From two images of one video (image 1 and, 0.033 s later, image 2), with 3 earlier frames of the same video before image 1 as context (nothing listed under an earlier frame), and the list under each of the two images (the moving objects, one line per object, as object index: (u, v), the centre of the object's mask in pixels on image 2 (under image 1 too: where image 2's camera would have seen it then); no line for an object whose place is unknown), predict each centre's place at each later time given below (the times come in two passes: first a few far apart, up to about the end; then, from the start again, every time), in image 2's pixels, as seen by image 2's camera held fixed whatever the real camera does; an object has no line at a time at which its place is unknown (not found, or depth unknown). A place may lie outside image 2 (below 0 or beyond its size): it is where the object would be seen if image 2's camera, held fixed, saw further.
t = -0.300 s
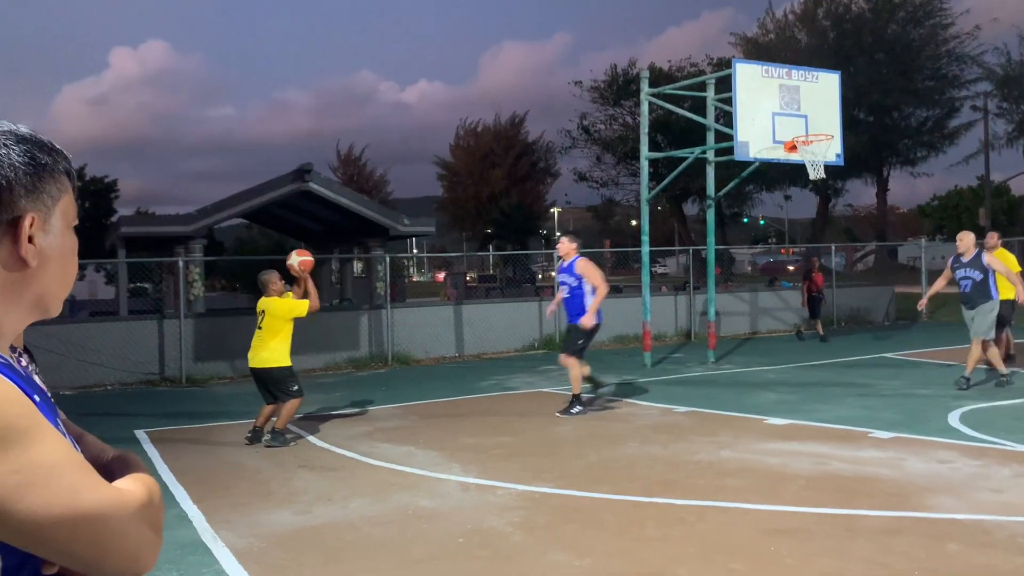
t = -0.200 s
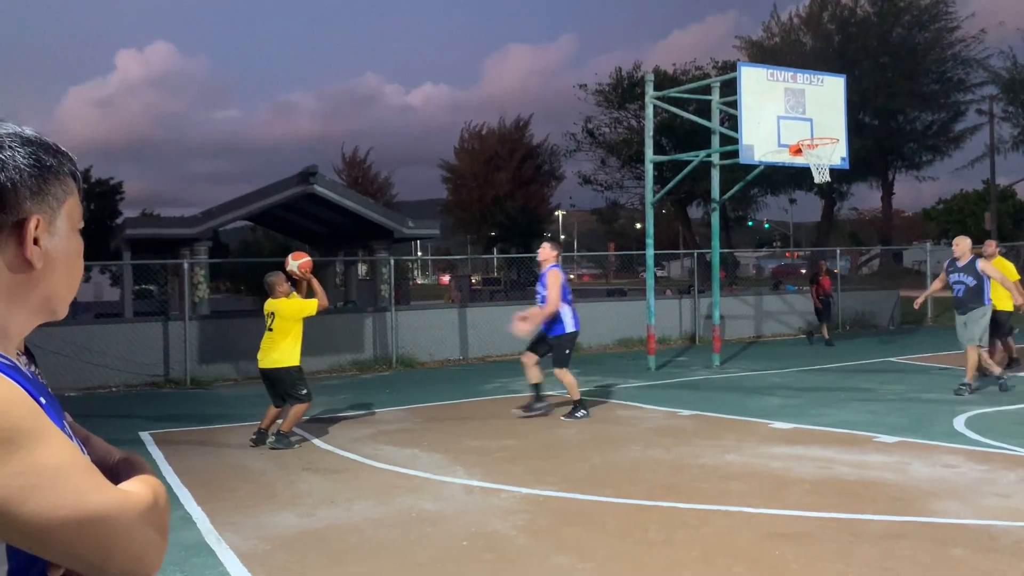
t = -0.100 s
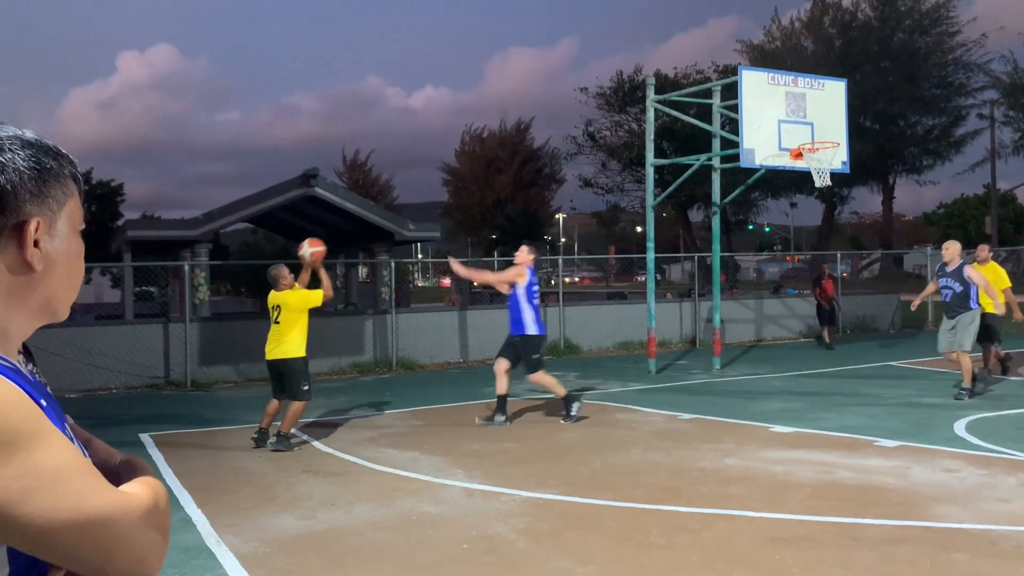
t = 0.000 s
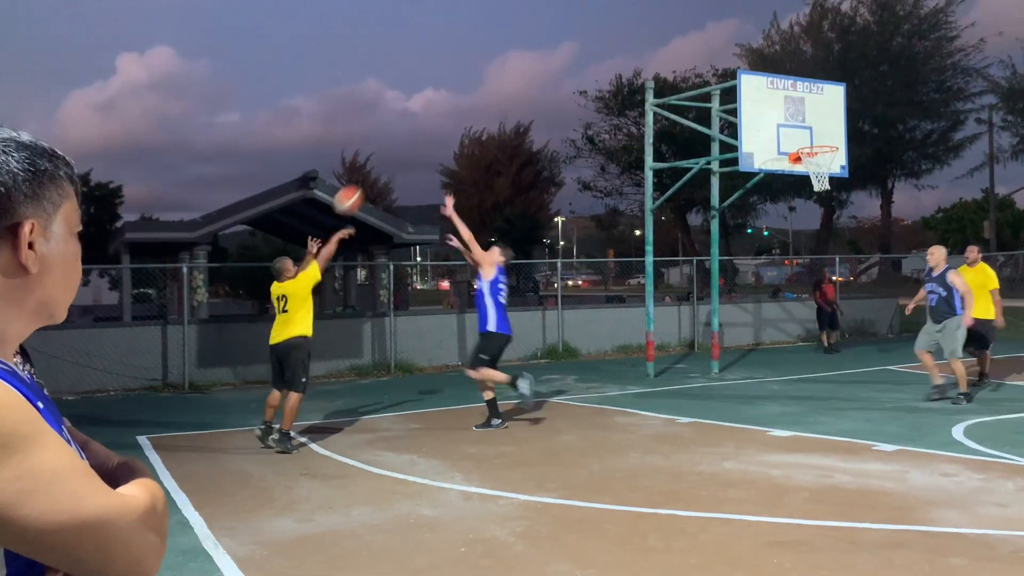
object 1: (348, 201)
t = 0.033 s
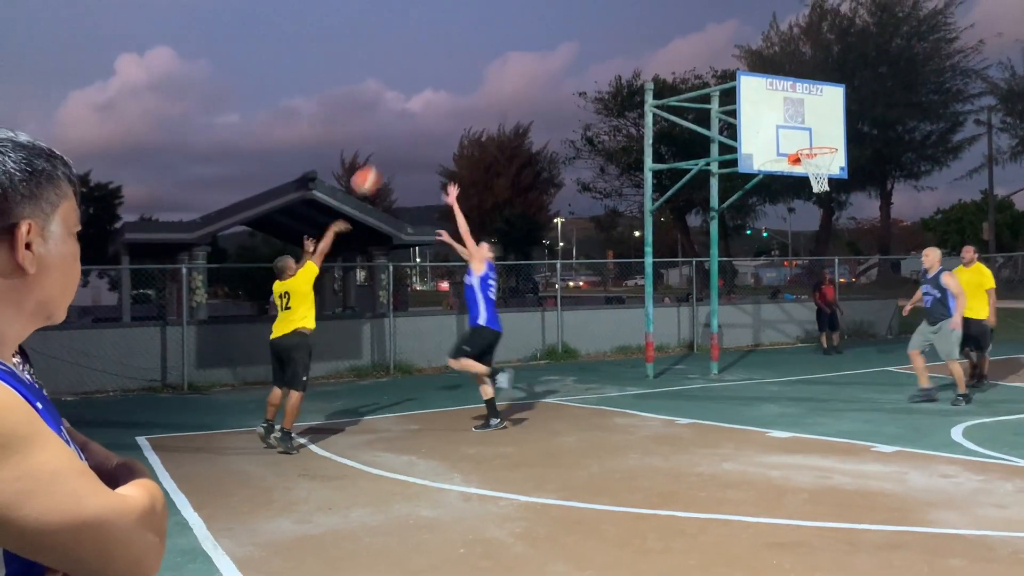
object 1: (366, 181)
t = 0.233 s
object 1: (466, 88)
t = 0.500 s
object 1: (586, 35)
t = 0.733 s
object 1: (679, 43)
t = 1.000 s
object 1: (774, 105)
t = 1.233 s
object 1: (827, 184)
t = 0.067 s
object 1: (382, 162)
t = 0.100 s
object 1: (400, 144)
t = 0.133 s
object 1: (417, 129)
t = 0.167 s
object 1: (433, 113)
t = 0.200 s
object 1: (451, 100)
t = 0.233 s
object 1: (466, 88)
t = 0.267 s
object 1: (482, 78)
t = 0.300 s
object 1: (498, 69)
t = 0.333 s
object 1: (513, 60)
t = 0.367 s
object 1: (529, 53)
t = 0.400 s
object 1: (543, 46)
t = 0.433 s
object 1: (558, 42)
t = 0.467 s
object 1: (572, 38)
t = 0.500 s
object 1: (586, 35)
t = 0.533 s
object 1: (600, 33)
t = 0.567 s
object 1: (614, 33)
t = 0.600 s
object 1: (627, 33)
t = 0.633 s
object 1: (640, 34)
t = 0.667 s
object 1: (653, 36)
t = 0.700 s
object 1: (667, 39)
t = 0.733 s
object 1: (679, 43)
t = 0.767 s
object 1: (691, 48)
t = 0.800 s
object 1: (704, 53)
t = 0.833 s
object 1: (716, 59)
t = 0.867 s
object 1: (728, 67)
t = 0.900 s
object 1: (740, 76)
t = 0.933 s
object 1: (751, 85)
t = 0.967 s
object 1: (763, 95)
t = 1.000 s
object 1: (774, 105)
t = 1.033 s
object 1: (786, 117)
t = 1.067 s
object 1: (797, 128)
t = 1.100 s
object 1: (808, 140)
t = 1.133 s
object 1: (819, 150)
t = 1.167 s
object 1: (823, 164)
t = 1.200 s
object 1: (826, 176)
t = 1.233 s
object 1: (827, 184)
